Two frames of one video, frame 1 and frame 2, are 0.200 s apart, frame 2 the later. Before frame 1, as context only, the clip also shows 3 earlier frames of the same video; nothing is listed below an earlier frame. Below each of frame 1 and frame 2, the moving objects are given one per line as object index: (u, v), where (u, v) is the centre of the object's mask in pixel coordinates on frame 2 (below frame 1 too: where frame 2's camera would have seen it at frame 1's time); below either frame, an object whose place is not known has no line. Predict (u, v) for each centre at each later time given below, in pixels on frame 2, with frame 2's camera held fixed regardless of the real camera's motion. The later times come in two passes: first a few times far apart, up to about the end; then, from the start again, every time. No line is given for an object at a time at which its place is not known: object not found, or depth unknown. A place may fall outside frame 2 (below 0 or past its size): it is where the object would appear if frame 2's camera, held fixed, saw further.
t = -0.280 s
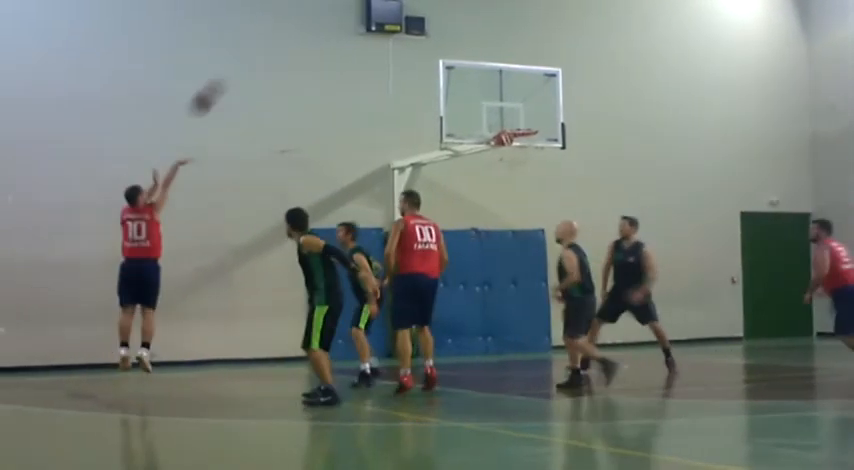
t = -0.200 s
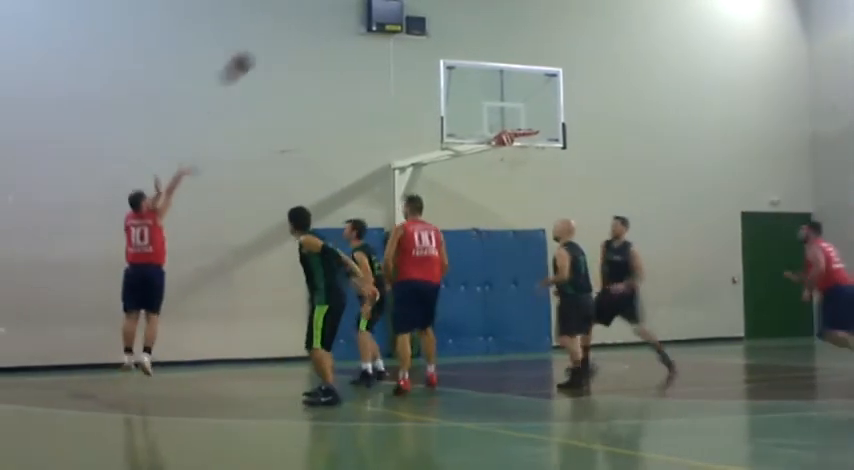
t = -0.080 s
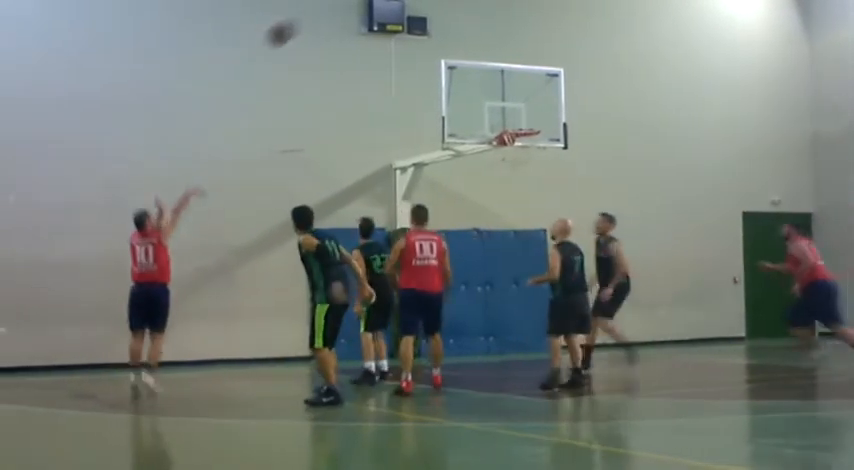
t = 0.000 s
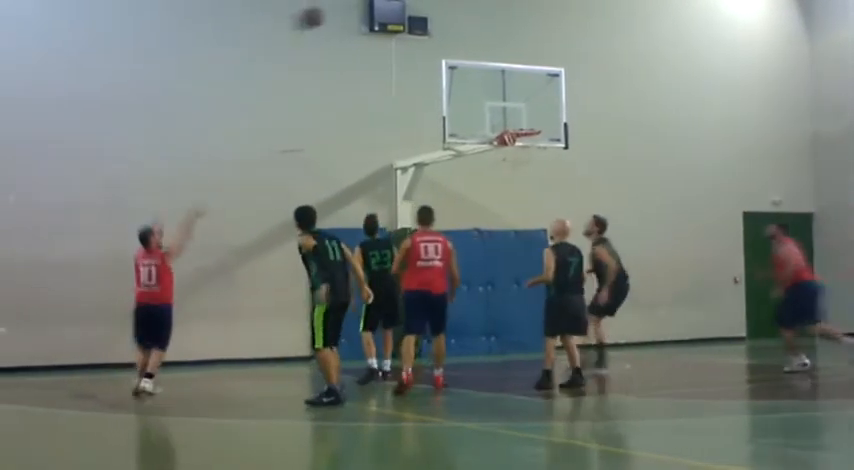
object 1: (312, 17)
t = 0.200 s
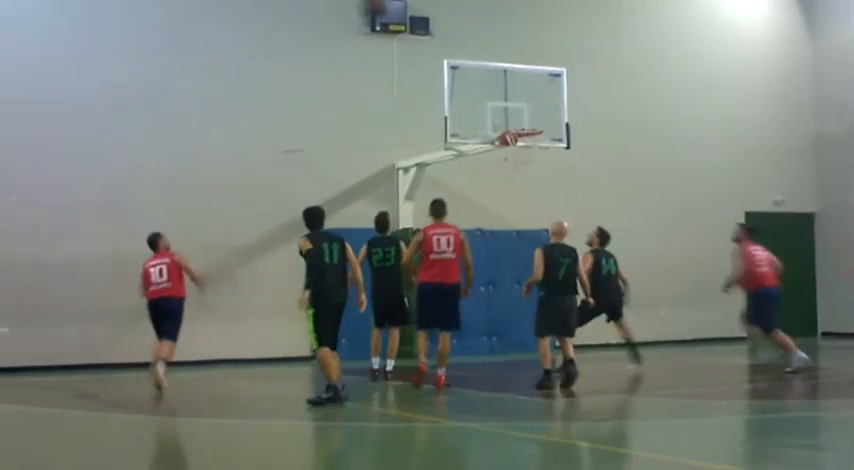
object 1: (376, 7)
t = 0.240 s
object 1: (387, 8)
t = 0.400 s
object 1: (437, 29)
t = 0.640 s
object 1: (498, 90)
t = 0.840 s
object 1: (540, 107)
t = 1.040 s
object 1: (573, 85)
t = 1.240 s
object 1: (609, 93)
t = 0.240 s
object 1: (387, 8)
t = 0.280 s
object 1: (399, 11)
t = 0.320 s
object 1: (408, 13)
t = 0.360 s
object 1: (421, 22)
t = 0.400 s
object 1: (437, 29)
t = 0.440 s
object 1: (444, 36)
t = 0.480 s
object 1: (456, 43)
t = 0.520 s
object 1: (465, 52)
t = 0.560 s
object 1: (477, 65)
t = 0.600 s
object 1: (487, 76)
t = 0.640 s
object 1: (498, 90)
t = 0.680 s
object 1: (507, 104)
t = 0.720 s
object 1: (516, 114)
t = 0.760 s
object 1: (527, 120)
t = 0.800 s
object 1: (534, 114)
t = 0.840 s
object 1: (540, 107)
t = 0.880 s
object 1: (546, 101)
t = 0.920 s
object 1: (552, 95)
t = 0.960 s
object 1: (559, 90)
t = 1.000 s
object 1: (567, 87)
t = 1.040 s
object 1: (573, 85)
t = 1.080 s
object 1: (580, 84)
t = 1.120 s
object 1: (587, 84)
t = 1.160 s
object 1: (593, 86)
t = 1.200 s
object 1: (601, 89)
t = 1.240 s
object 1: (609, 93)
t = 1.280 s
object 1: (616, 98)
